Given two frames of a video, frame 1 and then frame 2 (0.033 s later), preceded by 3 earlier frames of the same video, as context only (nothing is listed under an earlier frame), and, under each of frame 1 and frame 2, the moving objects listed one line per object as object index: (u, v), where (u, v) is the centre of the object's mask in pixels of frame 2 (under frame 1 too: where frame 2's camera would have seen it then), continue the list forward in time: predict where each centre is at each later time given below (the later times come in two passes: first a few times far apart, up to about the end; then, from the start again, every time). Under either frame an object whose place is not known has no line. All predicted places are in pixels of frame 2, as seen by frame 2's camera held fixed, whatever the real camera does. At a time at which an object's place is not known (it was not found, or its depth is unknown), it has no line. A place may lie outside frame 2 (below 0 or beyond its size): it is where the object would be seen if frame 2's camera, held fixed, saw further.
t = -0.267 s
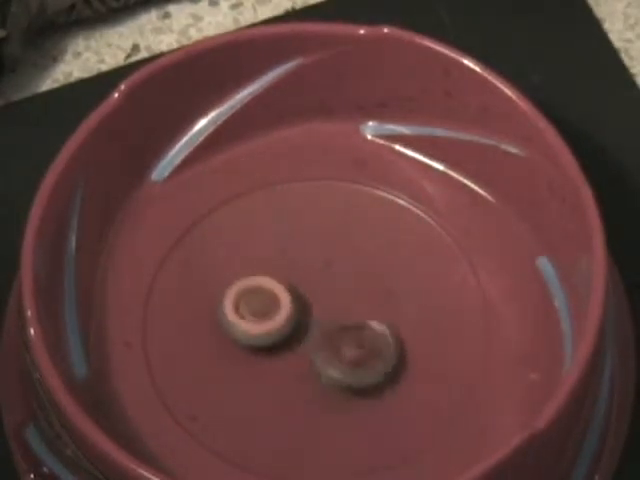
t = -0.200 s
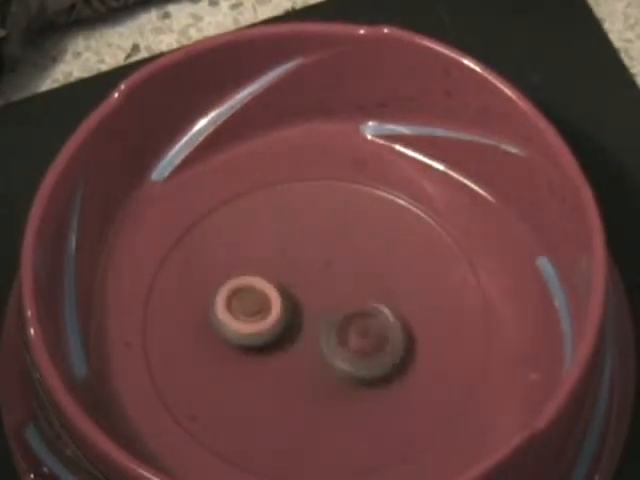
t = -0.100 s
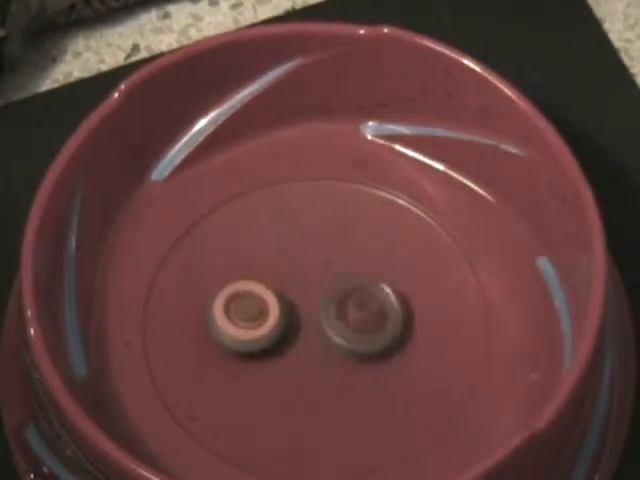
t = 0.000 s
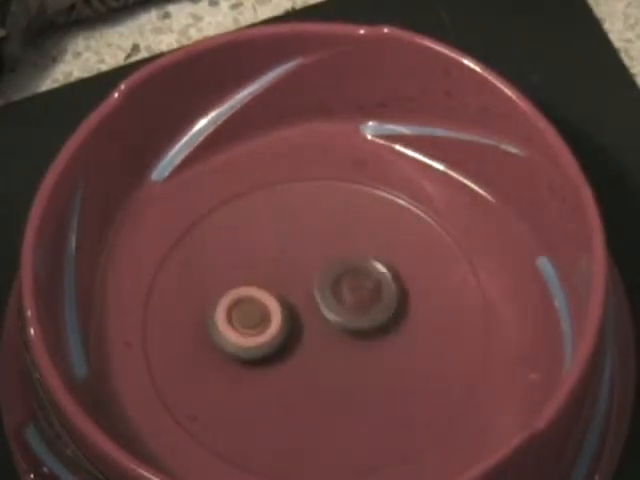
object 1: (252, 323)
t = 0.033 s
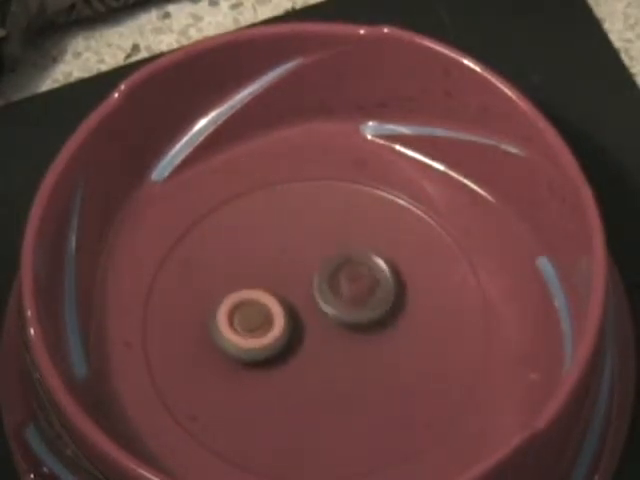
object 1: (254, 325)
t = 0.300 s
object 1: (280, 334)
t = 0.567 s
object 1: (305, 375)
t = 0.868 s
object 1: (343, 375)
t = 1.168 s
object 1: (406, 428)
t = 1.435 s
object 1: (428, 450)
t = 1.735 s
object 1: (415, 446)
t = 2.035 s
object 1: (374, 351)
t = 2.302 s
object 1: (351, 297)
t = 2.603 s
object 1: (345, 257)
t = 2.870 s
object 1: (347, 247)
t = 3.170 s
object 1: (344, 263)
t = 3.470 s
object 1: (321, 240)
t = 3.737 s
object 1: (281, 264)
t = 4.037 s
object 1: (249, 267)
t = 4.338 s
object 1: (244, 267)
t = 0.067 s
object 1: (256, 327)
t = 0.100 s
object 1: (258, 329)
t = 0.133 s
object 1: (262, 330)
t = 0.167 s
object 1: (265, 332)
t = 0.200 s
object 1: (269, 332)
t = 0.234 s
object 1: (273, 333)
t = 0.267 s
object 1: (276, 333)
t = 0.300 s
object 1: (280, 334)
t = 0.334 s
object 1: (284, 335)
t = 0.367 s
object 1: (289, 335)
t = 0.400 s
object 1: (289, 340)
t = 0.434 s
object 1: (289, 355)
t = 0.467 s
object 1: (290, 365)
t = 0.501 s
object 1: (294, 371)
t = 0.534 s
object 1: (299, 373)
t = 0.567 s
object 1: (305, 375)
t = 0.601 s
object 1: (309, 376)
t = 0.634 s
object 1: (313, 375)
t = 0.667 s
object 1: (317, 375)
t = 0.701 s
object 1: (322, 375)
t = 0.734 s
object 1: (326, 376)
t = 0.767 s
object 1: (331, 375)
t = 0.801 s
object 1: (335, 376)
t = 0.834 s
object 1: (339, 376)
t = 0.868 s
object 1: (343, 375)
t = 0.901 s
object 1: (346, 375)
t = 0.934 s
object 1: (350, 374)
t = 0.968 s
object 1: (354, 375)
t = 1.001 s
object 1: (361, 378)
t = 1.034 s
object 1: (364, 379)
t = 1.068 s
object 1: (366, 378)
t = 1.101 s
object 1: (368, 378)
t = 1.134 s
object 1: (385, 400)
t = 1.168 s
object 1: (406, 428)
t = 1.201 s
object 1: (416, 440)
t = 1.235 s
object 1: (423, 446)
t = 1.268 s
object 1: (427, 449)
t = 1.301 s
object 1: (425, 450)
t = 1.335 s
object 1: (427, 449)
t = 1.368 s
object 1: (427, 450)
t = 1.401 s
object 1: (428, 450)
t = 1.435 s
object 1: (428, 450)
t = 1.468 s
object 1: (426, 451)
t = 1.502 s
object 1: (426, 451)
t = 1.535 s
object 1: (425, 450)
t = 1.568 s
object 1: (423, 450)
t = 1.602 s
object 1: (421, 450)
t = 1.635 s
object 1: (419, 449)
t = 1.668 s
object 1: (418, 448)
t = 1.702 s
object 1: (416, 447)
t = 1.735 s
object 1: (415, 446)
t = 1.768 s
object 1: (415, 443)
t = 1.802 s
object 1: (413, 437)
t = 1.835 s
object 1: (408, 424)
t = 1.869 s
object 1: (404, 410)
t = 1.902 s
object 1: (398, 396)
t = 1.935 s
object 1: (393, 384)
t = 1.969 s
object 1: (387, 371)
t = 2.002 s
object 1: (380, 360)
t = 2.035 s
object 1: (374, 351)
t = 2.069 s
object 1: (370, 342)
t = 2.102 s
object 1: (365, 334)
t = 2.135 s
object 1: (363, 328)
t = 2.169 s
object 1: (360, 322)
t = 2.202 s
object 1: (357, 315)
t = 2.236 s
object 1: (355, 309)
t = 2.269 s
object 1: (353, 303)
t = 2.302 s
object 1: (351, 297)
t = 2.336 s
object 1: (350, 292)
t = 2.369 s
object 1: (349, 287)
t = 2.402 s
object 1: (348, 282)
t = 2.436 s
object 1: (348, 277)
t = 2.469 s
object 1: (347, 272)
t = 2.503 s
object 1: (346, 268)
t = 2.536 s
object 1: (346, 264)
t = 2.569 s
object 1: (346, 261)
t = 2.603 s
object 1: (345, 257)
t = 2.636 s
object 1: (346, 255)
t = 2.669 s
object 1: (346, 252)
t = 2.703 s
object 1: (347, 250)
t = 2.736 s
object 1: (347, 249)
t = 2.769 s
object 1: (348, 248)
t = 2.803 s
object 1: (347, 247)
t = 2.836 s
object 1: (346, 247)
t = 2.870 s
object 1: (347, 247)
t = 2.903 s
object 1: (347, 247)
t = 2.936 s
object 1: (347, 249)
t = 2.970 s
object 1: (347, 250)
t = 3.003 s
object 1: (347, 250)
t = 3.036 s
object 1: (347, 250)
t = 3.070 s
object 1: (347, 253)
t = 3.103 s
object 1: (347, 255)
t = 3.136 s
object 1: (346, 259)
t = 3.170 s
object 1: (344, 263)
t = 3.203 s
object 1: (342, 268)
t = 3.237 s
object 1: (340, 273)
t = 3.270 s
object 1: (339, 271)
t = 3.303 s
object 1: (339, 254)
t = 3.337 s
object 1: (336, 241)
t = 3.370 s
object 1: (334, 236)
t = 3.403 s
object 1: (330, 235)
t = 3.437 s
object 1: (325, 238)
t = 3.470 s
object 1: (321, 240)
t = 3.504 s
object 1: (315, 243)
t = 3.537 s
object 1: (310, 246)
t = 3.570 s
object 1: (304, 249)
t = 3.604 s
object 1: (299, 252)
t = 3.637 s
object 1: (294, 255)
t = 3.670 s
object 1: (289, 258)
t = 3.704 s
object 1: (285, 261)
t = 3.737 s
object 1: (281, 264)
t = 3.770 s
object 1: (277, 266)
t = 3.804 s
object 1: (273, 269)
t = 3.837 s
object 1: (269, 272)
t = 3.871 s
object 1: (266, 275)
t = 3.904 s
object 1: (263, 277)
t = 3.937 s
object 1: (261, 278)
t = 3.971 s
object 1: (255, 272)
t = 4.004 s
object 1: (251, 268)
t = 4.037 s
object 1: (249, 267)
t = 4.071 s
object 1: (247, 266)
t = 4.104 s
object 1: (244, 265)
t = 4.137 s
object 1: (244, 265)
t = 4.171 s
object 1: (241, 265)
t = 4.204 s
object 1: (240, 265)
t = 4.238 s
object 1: (240, 265)
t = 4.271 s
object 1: (242, 265)
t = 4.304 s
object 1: (243, 266)
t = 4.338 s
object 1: (244, 267)
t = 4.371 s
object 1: (246, 269)
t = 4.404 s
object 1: (248, 271)
